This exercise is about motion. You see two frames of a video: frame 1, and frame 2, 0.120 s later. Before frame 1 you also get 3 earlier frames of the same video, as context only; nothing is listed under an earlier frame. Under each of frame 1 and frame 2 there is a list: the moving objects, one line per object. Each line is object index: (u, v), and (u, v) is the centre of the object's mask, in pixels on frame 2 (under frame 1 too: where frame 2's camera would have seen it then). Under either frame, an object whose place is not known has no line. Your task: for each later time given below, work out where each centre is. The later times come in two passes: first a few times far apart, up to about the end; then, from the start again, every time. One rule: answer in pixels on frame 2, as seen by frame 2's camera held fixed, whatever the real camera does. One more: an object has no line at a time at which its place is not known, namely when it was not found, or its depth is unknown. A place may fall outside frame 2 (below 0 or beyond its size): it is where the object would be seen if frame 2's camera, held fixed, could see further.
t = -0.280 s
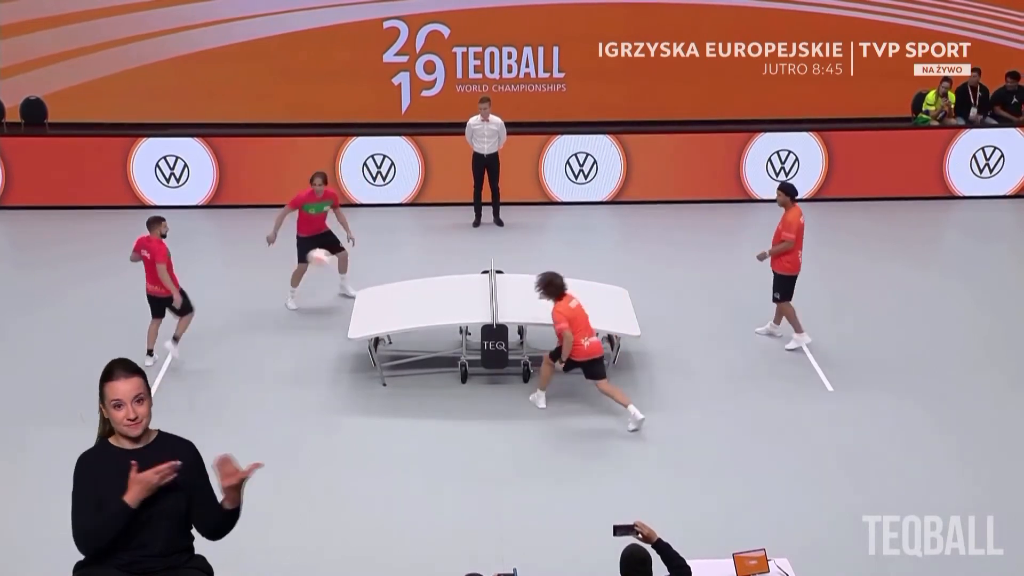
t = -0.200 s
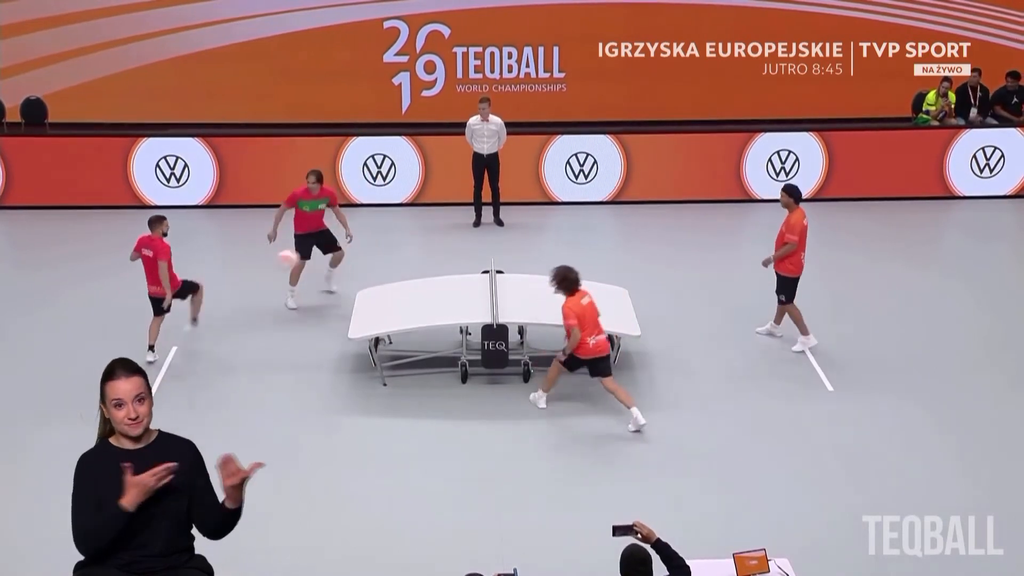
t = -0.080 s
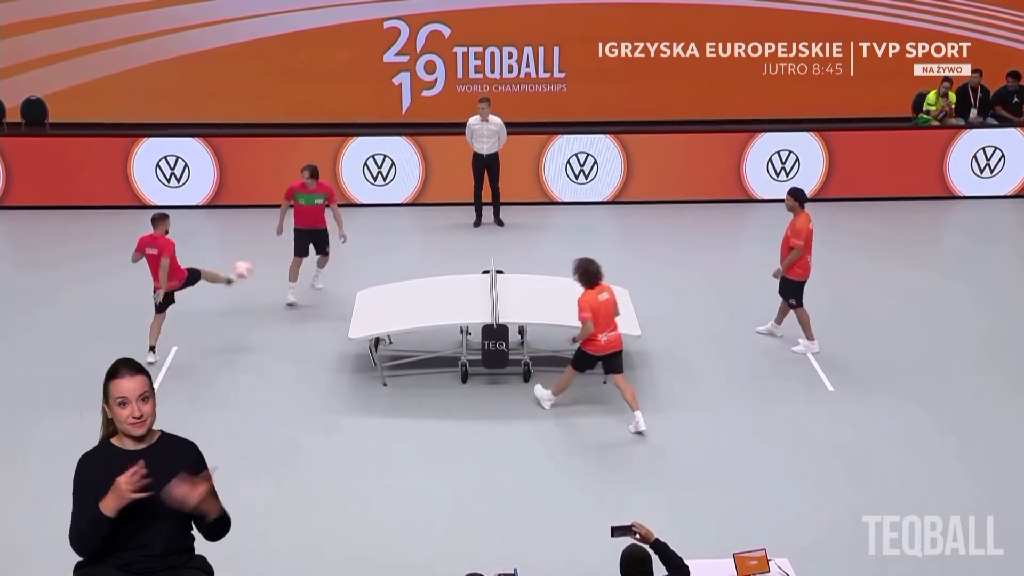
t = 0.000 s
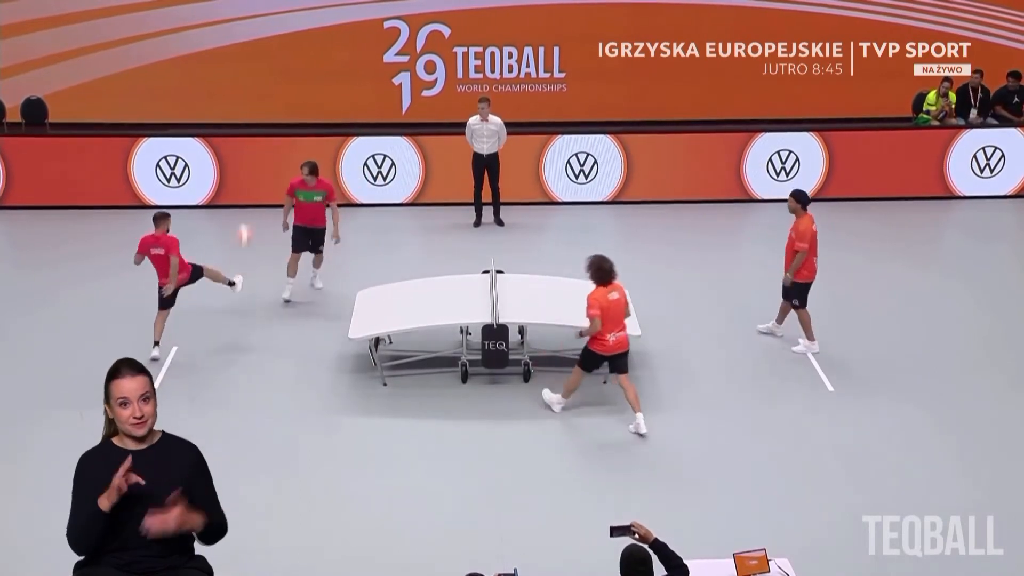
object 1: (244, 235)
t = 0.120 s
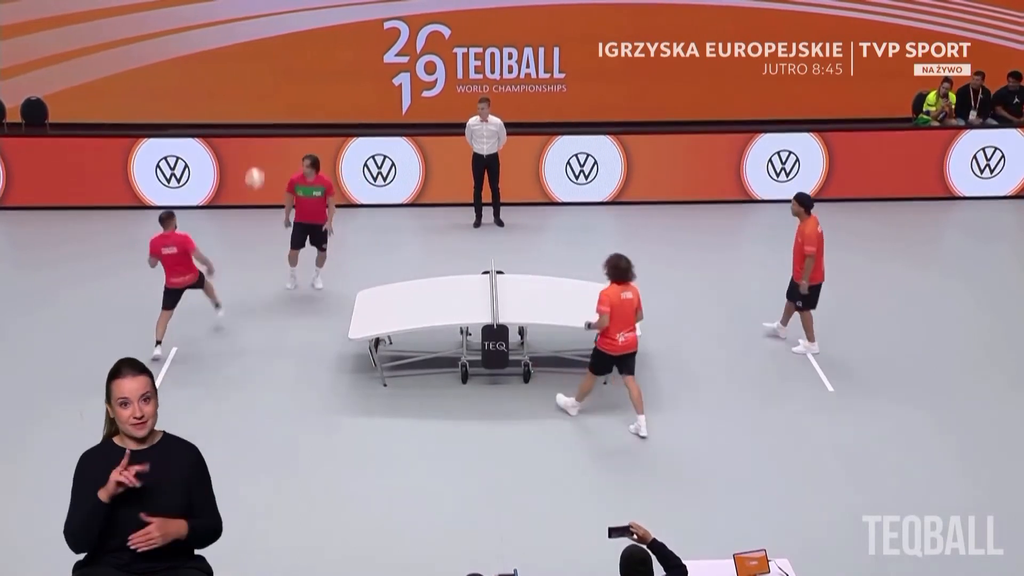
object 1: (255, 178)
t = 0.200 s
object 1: (262, 152)
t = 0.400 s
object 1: (279, 112)
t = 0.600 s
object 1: (297, 105)
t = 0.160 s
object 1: (258, 165)
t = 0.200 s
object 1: (262, 152)
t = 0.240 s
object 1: (265, 140)
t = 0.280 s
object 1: (268, 132)
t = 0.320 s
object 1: (272, 123)
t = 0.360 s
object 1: (275, 117)
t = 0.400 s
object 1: (279, 112)
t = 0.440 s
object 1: (284, 106)
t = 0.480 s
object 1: (287, 103)
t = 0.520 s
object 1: (291, 102)
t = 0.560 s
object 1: (294, 102)
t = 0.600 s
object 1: (297, 105)
